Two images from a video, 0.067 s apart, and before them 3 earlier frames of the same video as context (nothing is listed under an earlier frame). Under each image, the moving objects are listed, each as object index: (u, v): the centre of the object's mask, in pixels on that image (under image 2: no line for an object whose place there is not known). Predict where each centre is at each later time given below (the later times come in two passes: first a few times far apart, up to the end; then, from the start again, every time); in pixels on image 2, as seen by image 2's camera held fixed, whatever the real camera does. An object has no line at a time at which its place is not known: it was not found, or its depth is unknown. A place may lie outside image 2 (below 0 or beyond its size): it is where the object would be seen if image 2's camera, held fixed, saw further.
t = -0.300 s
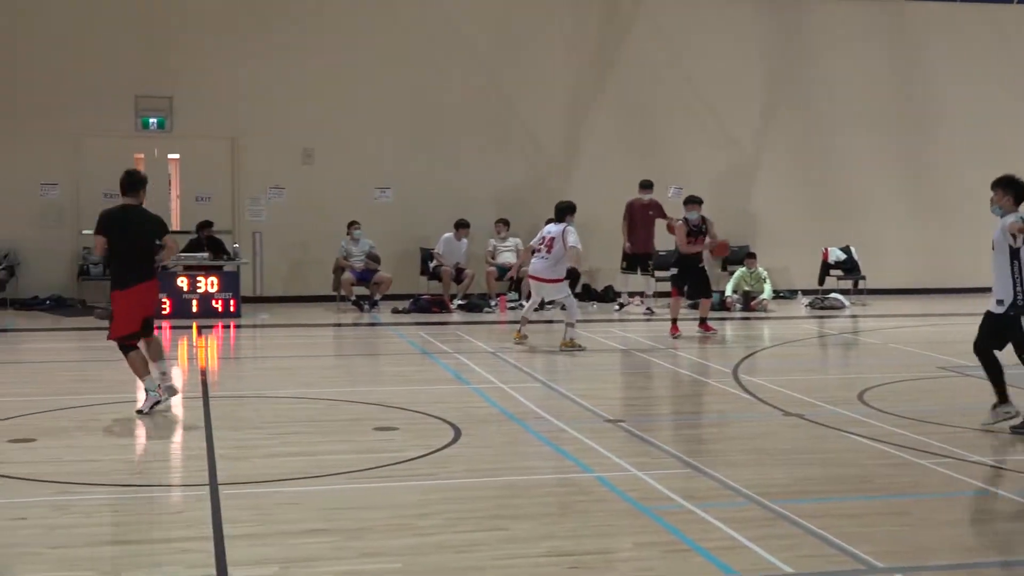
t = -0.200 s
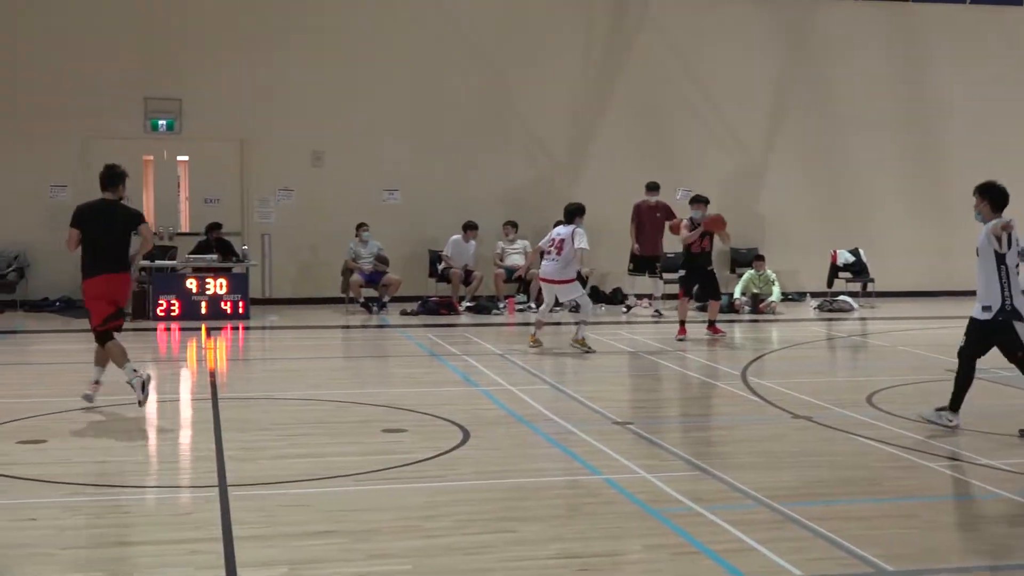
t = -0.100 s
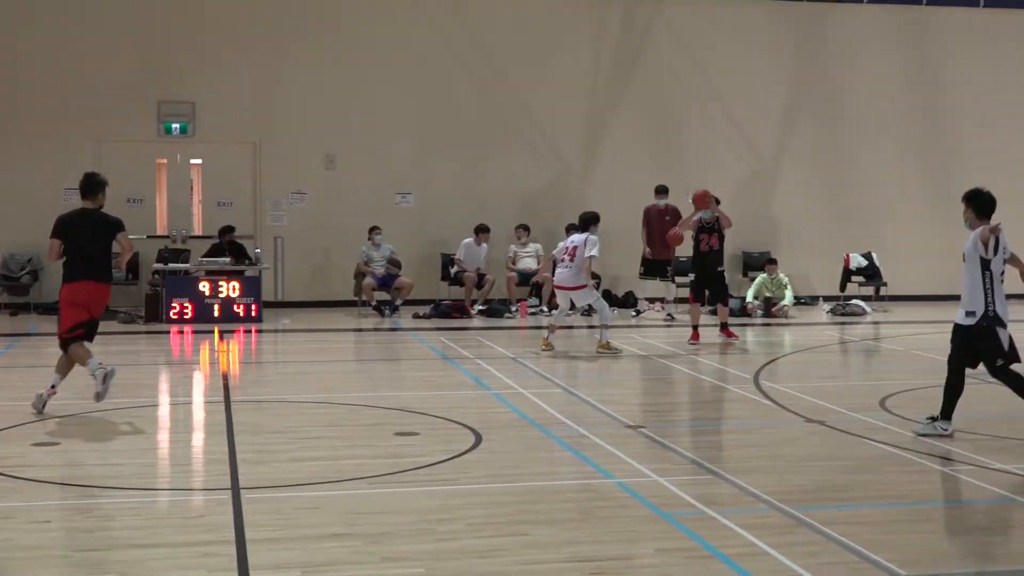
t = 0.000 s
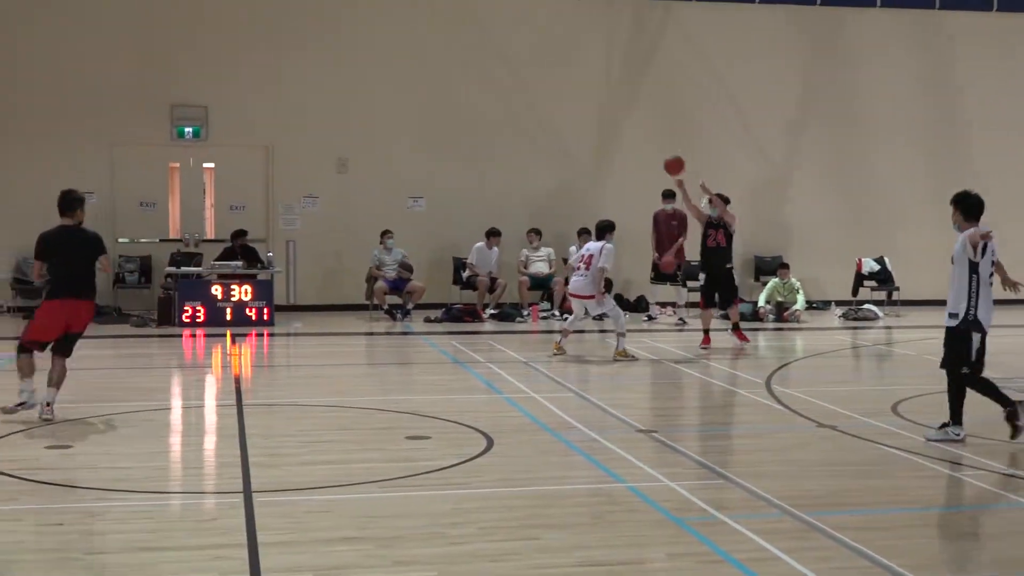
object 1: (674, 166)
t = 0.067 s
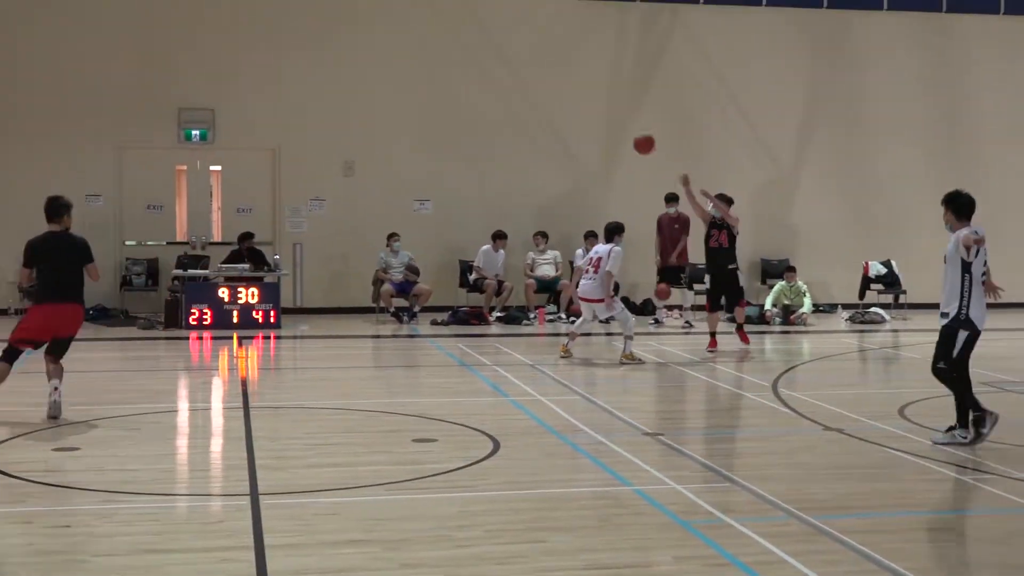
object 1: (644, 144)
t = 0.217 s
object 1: (563, 103)
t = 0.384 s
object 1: (468, 82)
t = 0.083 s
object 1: (635, 139)
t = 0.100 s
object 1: (626, 133)
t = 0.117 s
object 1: (617, 128)
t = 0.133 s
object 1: (609, 124)
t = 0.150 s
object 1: (600, 119)
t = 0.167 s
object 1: (590, 115)
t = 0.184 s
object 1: (581, 112)
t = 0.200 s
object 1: (572, 108)
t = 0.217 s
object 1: (563, 103)
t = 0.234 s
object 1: (554, 100)
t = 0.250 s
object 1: (544, 97)
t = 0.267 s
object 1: (535, 94)
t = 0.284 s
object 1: (525, 92)
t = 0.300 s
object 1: (515, 89)
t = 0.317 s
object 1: (506, 88)
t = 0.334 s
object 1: (496, 86)
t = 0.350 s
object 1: (487, 84)
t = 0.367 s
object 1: (477, 83)
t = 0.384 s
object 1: (468, 82)
